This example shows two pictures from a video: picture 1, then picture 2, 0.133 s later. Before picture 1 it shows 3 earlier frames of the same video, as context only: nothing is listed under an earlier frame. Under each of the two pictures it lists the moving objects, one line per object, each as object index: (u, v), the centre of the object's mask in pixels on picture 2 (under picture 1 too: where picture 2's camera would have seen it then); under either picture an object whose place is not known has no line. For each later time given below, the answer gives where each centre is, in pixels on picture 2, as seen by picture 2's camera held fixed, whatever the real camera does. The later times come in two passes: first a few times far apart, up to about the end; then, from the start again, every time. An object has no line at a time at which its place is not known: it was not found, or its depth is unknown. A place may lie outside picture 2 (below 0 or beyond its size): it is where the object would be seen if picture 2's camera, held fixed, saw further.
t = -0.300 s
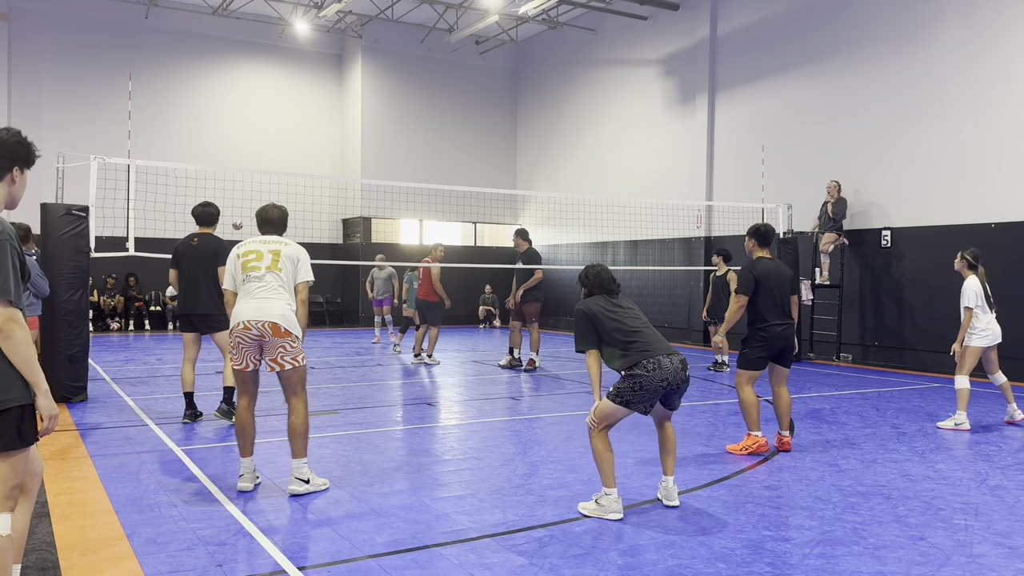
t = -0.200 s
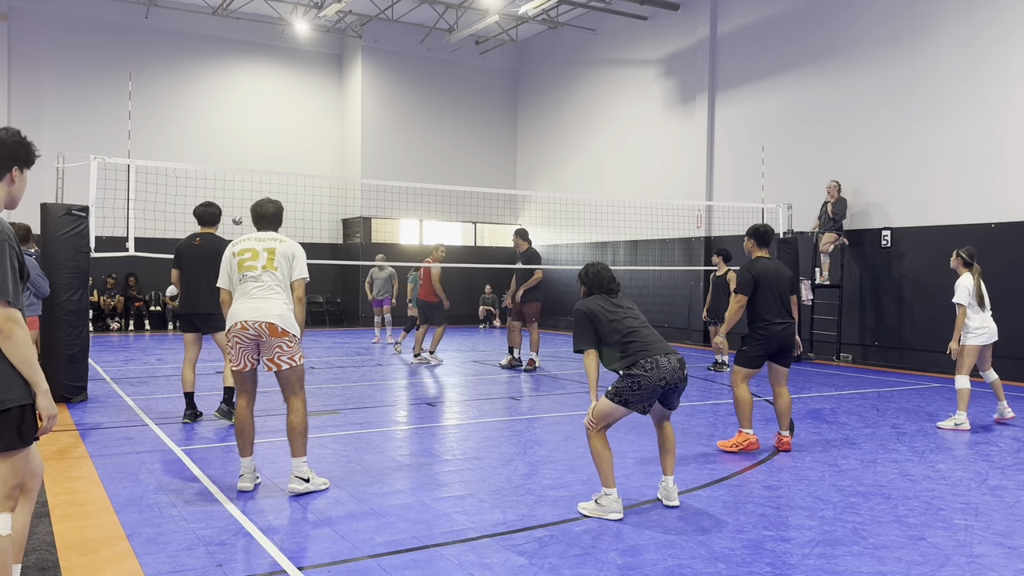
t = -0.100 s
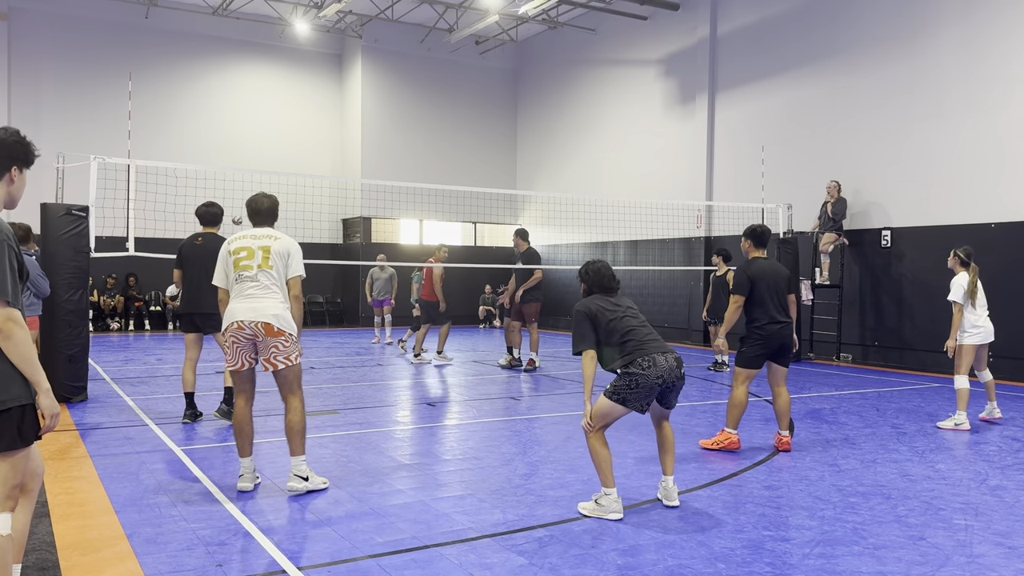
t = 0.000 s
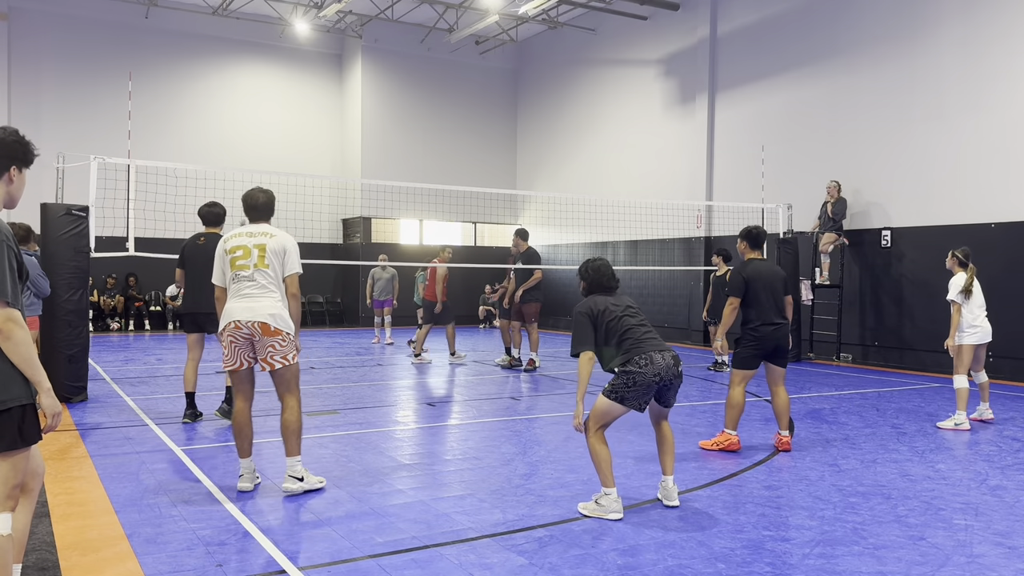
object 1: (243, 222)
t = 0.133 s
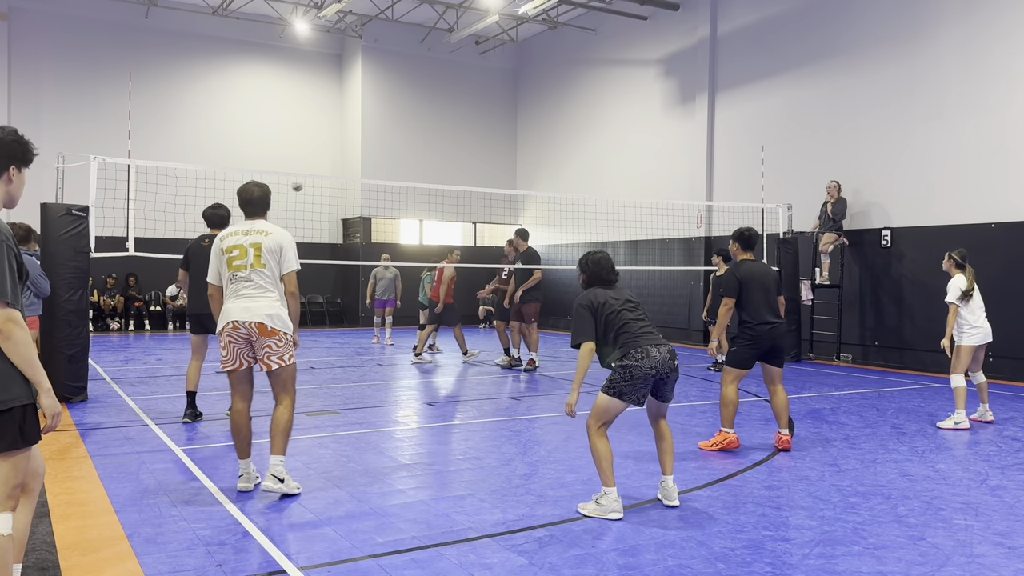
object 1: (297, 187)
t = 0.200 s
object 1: (322, 173)
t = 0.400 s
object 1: (406, 151)
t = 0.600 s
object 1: (507, 145)
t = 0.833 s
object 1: (666, 179)
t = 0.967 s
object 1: (790, 226)
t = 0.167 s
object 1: (309, 181)
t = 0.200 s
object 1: (322, 173)
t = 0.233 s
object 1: (335, 169)
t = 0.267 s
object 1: (349, 164)
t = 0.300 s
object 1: (363, 160)
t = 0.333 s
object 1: (377, 156)
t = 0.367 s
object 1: (391, 153)
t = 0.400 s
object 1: (406, 151)
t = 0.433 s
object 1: (422, 148)
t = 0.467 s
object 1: (438, 147)
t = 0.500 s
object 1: (454, 145)
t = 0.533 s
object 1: (471, 144)
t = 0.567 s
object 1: (489, 144)
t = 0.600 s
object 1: (507, 145)
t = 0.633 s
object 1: (526, 147)
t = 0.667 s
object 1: (547, 149)
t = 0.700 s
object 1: (568, 153)
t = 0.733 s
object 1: (591, 158)
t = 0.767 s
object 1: (614, 163)
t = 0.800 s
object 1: (640, 171)
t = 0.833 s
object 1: (666, 179)
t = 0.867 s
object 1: (694, 188)
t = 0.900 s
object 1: (724, 200)
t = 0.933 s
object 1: (754, 214)
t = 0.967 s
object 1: (790, 226)
